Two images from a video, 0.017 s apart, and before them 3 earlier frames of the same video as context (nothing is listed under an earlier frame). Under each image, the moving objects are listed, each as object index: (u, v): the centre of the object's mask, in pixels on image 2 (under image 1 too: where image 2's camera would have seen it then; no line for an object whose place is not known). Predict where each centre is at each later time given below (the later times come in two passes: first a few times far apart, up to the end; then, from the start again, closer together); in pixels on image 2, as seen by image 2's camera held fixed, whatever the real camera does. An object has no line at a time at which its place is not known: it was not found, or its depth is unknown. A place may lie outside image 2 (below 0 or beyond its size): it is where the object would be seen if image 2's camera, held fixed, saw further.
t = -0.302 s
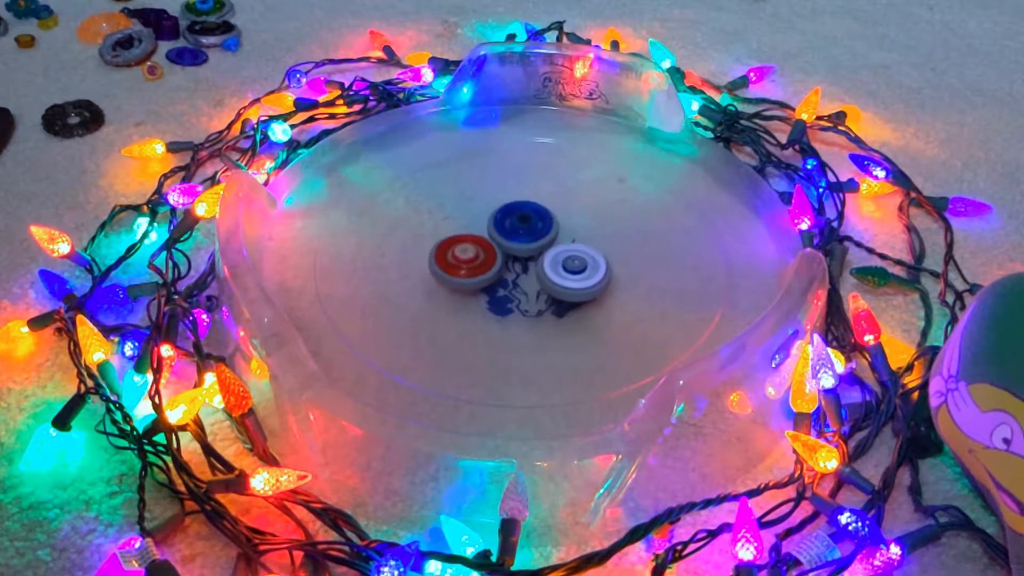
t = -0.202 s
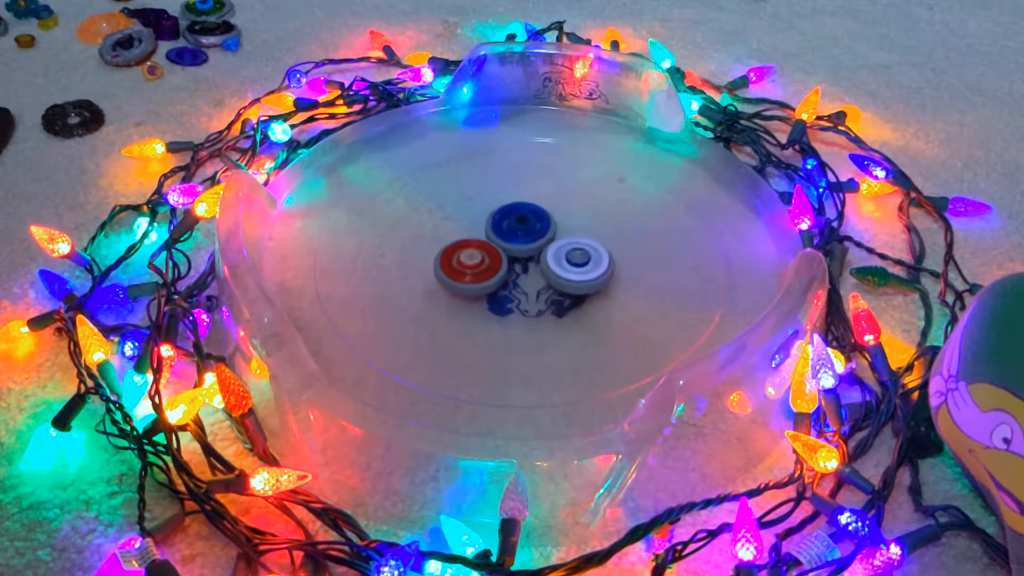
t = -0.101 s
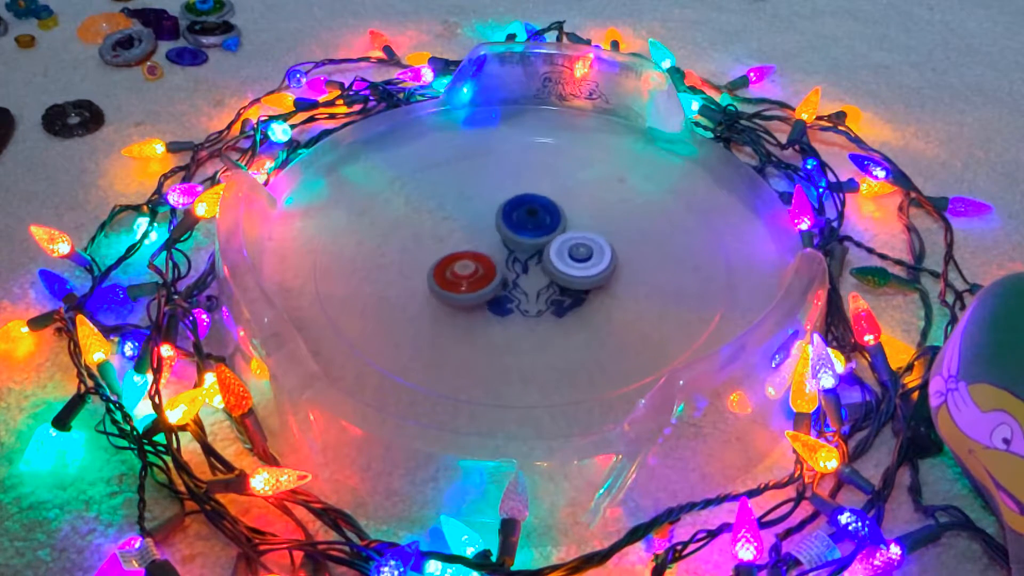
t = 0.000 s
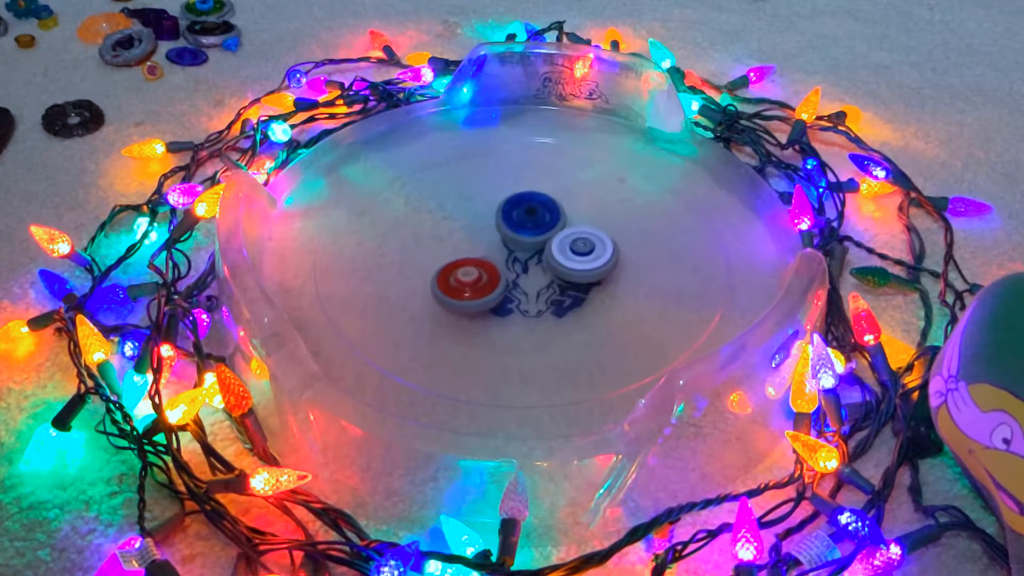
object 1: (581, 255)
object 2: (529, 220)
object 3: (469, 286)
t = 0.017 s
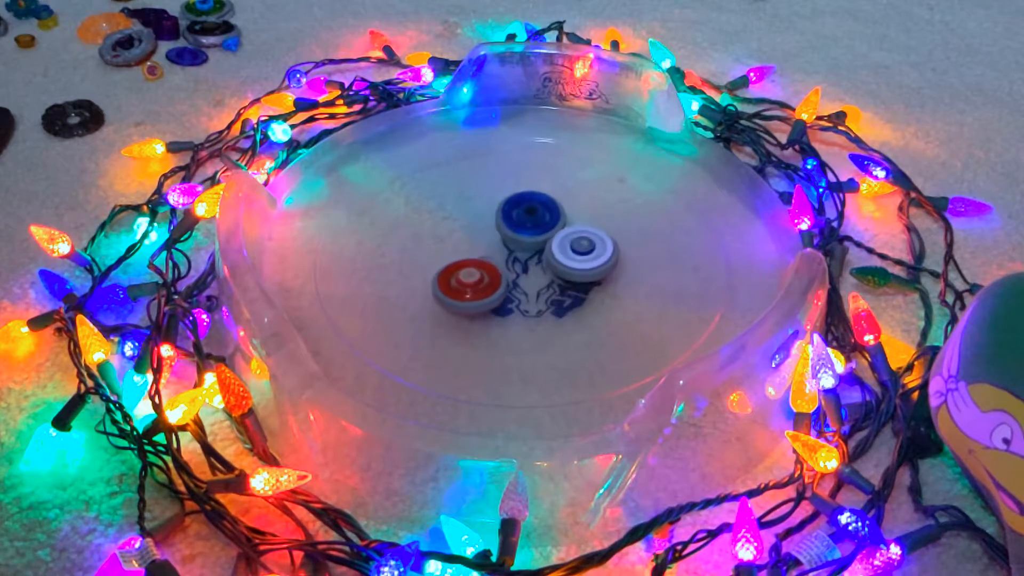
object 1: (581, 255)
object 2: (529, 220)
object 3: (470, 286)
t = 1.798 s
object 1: (517, 220)
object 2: (466, 261)
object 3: (560, 273)
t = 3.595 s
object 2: (525, 286)
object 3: (537, 233)
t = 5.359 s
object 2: (572, 257)
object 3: (494, 228)
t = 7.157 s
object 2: (516, 219)
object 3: (482, 267)
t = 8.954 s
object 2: (476, 251)
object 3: (538, 286)
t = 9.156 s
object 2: (475, 262)
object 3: (547, 282)
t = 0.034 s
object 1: (581, 254)
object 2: (529, 220)
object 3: (470, 287)
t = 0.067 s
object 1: (582, 254)
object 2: (528, 219)
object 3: (472, 290)
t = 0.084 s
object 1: (582, 254)
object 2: (528, 219)
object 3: (472, 290)
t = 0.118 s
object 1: (582, 253)
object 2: (527, 219)
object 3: (474, 292)
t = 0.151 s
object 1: (582, 252)
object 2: (526, 219)
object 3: (476, 293)
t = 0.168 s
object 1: (582, 251)
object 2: (526, 219)
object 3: (477, 294)
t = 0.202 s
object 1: (582, 250)
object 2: (525, 219)
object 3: (479, 296)
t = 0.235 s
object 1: (581, 250)
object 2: (524, 220)
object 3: (480, 297)
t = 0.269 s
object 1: (580, 249)
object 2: (522, 220)
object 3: (482, 298)
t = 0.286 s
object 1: (580, 249)
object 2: (521, 220)
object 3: (484, 298)
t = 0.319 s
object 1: (580, 249)
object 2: (520, 220)
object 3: (486, 299)
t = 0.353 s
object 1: (579, 249)
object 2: (518, 221)
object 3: (489, 300)
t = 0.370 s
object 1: (578, 248)
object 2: (517, 222)
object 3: (490, 300)
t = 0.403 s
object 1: (578, 247)
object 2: (515, 222)
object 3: (493, 301)
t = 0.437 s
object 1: (575, 248)
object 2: (512, 222)
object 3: (495, 301)
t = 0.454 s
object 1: (574, 248)
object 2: (511, 223)
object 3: (497, 301)
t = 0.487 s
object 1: (572, 247)
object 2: (509, 223)
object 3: (499, 300)
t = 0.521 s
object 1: (570, 248)
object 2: (506, 224)
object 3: (502, 300)
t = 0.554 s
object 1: (574, 252)
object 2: (497, 221)
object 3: (504, 300)
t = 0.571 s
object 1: (576, 254)
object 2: (492, 220)
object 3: (506, 301)
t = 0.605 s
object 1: (574, 256)
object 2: (485, 220)
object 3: (508, 300)
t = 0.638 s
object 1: (574, 256)
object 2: (479, 222)
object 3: (511, 299)
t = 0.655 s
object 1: (573, 257)
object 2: (476, 223)
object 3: (513, 299)
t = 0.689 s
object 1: (571, 258)
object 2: (472, 224)
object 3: (515, 298)
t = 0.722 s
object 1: (572, 257)
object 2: (468, 225)
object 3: (516, 298)
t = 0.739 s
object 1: (572, 257)
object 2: (467, 225)
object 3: (515, 298)
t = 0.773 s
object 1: (571, 257)
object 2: (464, 226)
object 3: (517, 298)
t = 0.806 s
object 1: (574, 253)
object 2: (461, 227)
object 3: (513, 300)
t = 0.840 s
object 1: (580, 247)
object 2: (460, 229)
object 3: (504, 303)
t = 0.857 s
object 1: (580, 246)
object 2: (459, 229)
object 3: (502, 304)
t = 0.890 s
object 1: (579, 245)
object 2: (457, 230)
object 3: (502, 304)
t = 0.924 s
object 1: (578, 243)
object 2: (456, 231)
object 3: (502, 304)
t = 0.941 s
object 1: (577, 242)
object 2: (455, 232)
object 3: (502, 303)
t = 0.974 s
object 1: (576, 241)
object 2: (454, 233)
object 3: (502, 303)
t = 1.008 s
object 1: (575, 239)
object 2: (453, 234)
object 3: (503, 303)
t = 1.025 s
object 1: (574, 238)
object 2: (453, 235)
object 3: (503, 303)
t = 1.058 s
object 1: (572, 237)
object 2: (452, 236)
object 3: (503, 302)
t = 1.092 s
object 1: (570, 235)
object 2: (453, 237)
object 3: (504, 301)
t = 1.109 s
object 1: (569, 235)
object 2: (453, 238)
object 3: (505, 300)
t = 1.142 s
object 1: (567, 233)
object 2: (453, 239)
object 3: (505, 298)
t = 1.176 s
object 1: (565, 232)
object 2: (454, 241)
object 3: (505, 297)
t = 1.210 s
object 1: (563, 231)
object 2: (455, 242)
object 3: (506, 295)
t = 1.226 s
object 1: (562, 231)
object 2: (455, 243)
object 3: (507, 294)
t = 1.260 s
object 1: (559, 230)
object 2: (457, 245)
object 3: (508, 293)
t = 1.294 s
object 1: (556, 229)
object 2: (457, 247)
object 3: (509, 292)
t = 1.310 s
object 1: (555, 228)
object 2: (458, 248)
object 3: (510, 291)
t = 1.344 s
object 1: (552, 227)
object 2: (458, 249)
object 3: (512, 290)
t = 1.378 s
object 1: (549, 227)
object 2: (459, 248)
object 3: (516, 290)
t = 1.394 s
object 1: (548, 226)
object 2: (460, 248)
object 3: (517, 289)
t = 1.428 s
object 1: (545, 226)
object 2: (461, 249)
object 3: (519, 288)
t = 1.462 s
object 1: (543, 225)
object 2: (462, 250)
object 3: (522, 286)
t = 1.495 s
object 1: (540, 225)
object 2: (463, 251)
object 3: (525, 285)
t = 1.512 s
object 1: (539, 225)
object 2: (462, 251)
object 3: (529, 285)
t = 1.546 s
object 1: (537, 226)
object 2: (461, 250)
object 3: (533, 284)
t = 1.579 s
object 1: (532, 223)
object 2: (464, 251)
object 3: (537, 283)
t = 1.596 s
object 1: (530, 224)
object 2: (464, 252)
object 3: (540, 282)
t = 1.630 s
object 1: (527, 224)
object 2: (465, 253)
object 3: (544, 281)
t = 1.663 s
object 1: (524, 223)
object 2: (466, 254)
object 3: (546, 280)
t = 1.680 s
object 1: (523, 222)
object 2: (466, 254)
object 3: (548, 279)
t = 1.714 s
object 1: (520, 221)
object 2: (467, 256)
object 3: (553, 277)
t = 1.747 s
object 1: (518, 221)
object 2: (468, 257)
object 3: (555, 276)
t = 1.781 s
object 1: (518, 220)
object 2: (466, 261)
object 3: (559, 274)
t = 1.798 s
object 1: (517, 220)
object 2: (466, 261)
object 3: (560, 273)
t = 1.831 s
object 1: (515, 219)
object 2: (466, 263)
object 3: (563, 272)
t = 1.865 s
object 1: (514, 219)
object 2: (468, 264)
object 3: (565, 271)
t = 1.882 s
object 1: (513, 219)
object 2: (468, 265)
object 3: (566, 270)
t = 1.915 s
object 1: (512, 219)
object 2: (469, 267)
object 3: (569, 269)
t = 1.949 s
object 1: (511, 219)
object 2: (469, 268)
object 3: (571, 267)
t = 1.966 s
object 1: (510, 219)
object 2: (470, 269)
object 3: (572, 267)
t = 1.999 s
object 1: (509, 219)
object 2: (471, 271)
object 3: (574, 265)
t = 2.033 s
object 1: (508, 219)
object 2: (472, 272)
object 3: (576, 264)
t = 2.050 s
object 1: (507, 220)
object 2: (472, 272)
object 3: (577, 264)
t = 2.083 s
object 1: (506, 220)
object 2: (473, 274)
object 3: (578, 262)
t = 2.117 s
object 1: (505, 221)
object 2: (475, 275)
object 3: (579, 261)
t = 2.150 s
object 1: (504, 222)
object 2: (475, 276)
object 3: (580, 260)
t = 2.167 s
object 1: (503, 222)
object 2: (476, 277)
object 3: (580, 259)
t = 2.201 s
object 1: (502, 223)
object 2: (477, 278)
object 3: (581, 259)
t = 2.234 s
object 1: (501, 224)
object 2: (477, 278)
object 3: (581, 258)
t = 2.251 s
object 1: (500, 225)
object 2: (478, 279)
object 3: (581, 257)
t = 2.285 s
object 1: (498, 226)
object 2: (479, 280)
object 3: (580, 257)
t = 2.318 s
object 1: (497, 227)
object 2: (481, 280)
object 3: (580, 256)
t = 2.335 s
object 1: (496, 228)
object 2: (482, 280)
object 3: (579, 255)
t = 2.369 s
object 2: (482, 281)
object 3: (577, 254)
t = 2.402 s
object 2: (484, 282)
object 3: (576, 253)
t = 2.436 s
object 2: (486, 282)
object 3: (574, 252)
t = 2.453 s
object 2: (487, 283)
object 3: (573, 252)
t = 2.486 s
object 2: (487, 284)
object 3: (570, 252)
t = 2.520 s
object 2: (488, 286)
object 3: (568, 251)
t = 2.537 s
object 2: (488, 288)
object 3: (567, 251)
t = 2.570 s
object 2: (488, 289)
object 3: (565, 251)
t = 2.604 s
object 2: (489, 290)
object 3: (562, 250)
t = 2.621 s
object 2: (490, 290)
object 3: (561, 250)
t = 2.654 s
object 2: (491, 291)
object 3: (559, 250)
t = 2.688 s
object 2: (492, 292)
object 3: (561, 250)
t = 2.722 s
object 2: (492, 293)
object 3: (561, 250)
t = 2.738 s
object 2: (493, 293)
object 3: (560, 250)
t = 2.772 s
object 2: (494, 293)
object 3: (558, 250)
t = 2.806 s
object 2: (495, 293)
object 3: (556, 249)
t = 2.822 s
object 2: (495, 294)
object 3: (554, 248)
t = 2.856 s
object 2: (496, 294)
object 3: (552, 248)
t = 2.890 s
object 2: (496, 294)
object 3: (550, 247)
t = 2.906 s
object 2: (497, 294)
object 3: (549, 247)
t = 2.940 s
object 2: (498, 294)
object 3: (547, 247)
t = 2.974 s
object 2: (498, 294)
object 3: (545, 246)
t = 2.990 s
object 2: (500, 293)
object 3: (545, 246)
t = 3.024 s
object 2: (501, 292)
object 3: (544, 246)
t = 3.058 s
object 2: (503, 292)
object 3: (542, 246)
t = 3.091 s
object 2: (505, 291)
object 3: (542, 245)
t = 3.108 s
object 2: (505, 291)
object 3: (542, 245)
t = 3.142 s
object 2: (507, 290)
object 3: (541, 245)
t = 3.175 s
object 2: (508, 289)
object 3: (541, 245)
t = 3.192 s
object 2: (509, 288)
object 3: (542, 244)
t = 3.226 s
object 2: (510, 287)
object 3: (542, 244)
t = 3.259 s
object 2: (512, 287)
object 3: (542, 243)
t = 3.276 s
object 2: (512, 287)
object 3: (542, 242)
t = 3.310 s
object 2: (513, 286)
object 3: (542, 241)
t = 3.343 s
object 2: (515, 285)
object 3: (542, 241)
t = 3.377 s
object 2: (517, 285)
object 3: (541, 239)
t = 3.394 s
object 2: (518, 285)
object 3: (540, 239)
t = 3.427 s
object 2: (519, 286)
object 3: (540, 237)
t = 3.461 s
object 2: (519, 286)
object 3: (540, 236)
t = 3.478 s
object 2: (520, 286)
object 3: (540, 237)
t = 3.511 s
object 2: (522, 286)
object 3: (540, 236)
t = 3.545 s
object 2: (523, 286)
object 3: (538, 234)
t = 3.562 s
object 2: (524, 286)
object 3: (538, 234)
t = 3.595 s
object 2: (525, 286)
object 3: (537, 233)
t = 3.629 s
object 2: (528, 286)
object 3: (536, 233)
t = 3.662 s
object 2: (533, 285)
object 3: (538, 232)
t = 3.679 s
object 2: (534, 286)
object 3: (541, 230)
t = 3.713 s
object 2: (536, 286)
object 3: (543, 230)
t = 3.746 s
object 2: (537, 286)
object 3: (544, 230)
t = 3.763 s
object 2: (539, 286)
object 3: (544, 229)
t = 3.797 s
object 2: (540, 286)
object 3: (544, 229)
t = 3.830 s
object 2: (542, 286)
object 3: (544, 229)
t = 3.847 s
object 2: (542, 286)
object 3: (544, 229)
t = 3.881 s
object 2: (544, 285)
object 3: (544, 230)
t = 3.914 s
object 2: (546, 285)
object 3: (544, 230)
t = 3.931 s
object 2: (546, 285)
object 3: (544, 231)
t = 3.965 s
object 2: (547, 285)
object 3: (543, 231)
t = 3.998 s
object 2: (547, 284)
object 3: (543, 232)
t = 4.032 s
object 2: (548, 284)
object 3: (542, 233)
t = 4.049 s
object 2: (548, 284)
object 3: (542, 234)
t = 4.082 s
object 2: (549, 283)
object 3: (540, 234)
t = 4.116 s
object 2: (550, 283)
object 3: (539, 235)
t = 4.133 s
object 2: (550, 283)
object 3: (538, 234)
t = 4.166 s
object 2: (550, 283)
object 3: (537, 235)
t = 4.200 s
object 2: (550, 282)
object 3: (534, 236)
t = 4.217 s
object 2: (550, 282)
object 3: (533, 236)
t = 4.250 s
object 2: (550, 282)
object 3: (531, 236)
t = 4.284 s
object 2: (558, 284)
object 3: (529, 238)
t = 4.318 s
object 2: (571, 285)
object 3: (528, 239)
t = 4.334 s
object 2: (574, 285)
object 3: (526, 240)
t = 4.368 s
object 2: (576, 285)
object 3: (525, 240)
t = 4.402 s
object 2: (578, 285)
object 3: (522, 241)
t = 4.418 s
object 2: (579, 285)
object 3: (521, 241)
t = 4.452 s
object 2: (580, 284)
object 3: (520, 242)
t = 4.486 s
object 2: (582, 284)
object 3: (517, 242)
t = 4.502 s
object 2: (583, 283)
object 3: (516, 242)
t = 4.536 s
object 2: (584, 282)
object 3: (515, 242)
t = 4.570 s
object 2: (584, 281)
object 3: (516, 242)
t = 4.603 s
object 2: (585, 281)
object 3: (514, 242)
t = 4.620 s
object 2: (585, 280)
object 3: (514, 241)
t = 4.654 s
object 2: (585, 280)
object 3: (512, 241)
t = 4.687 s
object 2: (585, 279)
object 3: (514, 239)
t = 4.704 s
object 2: (585, 279)
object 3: (516, 239)
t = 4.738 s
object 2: (585, 278)
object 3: (516, 238)
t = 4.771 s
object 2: (584, 277)
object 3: (516, 237)
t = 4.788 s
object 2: (583, 277)
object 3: (516, 237)
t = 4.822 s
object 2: (582, 276)
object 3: (516, 237)
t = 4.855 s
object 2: (582, 274)
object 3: (516, 236)
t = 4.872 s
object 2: (581, 274)
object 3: (516, 236)
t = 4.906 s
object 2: (580, 273)
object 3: (516, 236)
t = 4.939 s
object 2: (579, 270)
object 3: (516, 236)
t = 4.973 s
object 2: (575, 267)
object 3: (516, 236)
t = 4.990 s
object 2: (573, 266)
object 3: (516, 235)
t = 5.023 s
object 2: (572, 264)
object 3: (514, 234)
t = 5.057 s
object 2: (571, 263)
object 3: (514, 233)
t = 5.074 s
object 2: (572, 263)
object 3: (512, 232)
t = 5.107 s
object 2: (574, 265)
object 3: (508, 230)
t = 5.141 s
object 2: (573, 264)
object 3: (506, 229)
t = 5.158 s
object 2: (573, 263)
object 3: (506, 229)
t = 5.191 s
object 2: (573, 262)
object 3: (503, 228)
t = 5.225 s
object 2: (573, 261)
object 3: (501, 227)
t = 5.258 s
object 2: (573, 260)
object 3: (499, 227)
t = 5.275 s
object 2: (573, 259)
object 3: (498, 227)
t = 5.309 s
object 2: (572, 258)
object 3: (497, 227)
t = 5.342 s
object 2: (572, 257)
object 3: (495, 227)
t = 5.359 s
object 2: (572, 257)
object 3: (494, 228)
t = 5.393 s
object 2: (572, 255)
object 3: (493, 228)
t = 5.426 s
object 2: (571, 254)
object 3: (492, 229)
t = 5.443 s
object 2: (570, 253)
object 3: (492, 230)
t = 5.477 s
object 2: (569, 252)
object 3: (491, 231)
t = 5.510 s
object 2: (569, 251)
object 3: (490, 232)
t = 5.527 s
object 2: (568, 250)
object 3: (489, 233)
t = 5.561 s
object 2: (568, 249)
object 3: (489, 235)
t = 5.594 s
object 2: (566, 248)
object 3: (488, 236)
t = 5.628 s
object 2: (565, 247)
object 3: (488, 238)
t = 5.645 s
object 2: (565, 246)
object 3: (488, 238)
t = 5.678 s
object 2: (564, 245)
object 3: (487, 240)
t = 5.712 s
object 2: (562, 243)
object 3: (487, 242)
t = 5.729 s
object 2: (562, 243)
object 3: (487, 242)
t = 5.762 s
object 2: (561, 242)
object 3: (487, 244)
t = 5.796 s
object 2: (561, 241)
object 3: (485, 245)
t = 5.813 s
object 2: (565, 240)
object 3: (481, 246)
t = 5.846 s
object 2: (568, 240)
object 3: (478, 247)
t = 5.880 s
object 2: (568, 239)
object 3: (476, 249)
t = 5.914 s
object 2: (568, 237)
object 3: (474, 250)
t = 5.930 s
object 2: (569, 237)
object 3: (473, 250)
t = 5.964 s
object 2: (569, 237)
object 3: (472, 252)
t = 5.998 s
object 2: (569, 236)
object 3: (471, 253)
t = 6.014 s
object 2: (569, 236)
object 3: (470, 253)
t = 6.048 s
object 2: (569, 235)
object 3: (470, 254)
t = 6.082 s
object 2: (568, 235)
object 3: (469, 255)
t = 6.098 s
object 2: (568, 234)
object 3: (468, 256)
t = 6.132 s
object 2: (567, 235)
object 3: (467, 258)
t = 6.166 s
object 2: (566, 235)
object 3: (465, 258)
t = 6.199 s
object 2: (565, 235)
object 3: (464, 259)
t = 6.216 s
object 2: (565, 235)
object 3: (464, 260)
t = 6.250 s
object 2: (563, 234)
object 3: (464, 261)
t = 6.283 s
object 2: (562, 234)
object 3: (464, 261)
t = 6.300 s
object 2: (561, 233)
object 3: (463, 262)
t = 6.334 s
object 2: (561, 229)
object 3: (463, 262)
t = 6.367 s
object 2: (560, 228)
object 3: (464, 262)
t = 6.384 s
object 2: (559, 227)
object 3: (464, 262)
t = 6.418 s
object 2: (556, 227)
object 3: (464, 262)
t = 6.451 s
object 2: (555, 226)
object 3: (464, 263)
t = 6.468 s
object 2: (553, 226)
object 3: (464, 263)
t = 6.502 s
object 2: (552, 225)
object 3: (465, 264)
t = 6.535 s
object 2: (549, 225)
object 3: (466, 264)
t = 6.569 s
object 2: (548, 224)
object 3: (467, 265)
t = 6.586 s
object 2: (547, 224)
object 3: (467, 265)
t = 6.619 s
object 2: (545, 223)
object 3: (468, 266)
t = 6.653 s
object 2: (543, 223)
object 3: (469, 266)
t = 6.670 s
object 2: (543, 223)
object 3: (470, 267)
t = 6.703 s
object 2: (541, 223)
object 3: (472, 267)
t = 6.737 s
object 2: (539, 222)
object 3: (473, 268)
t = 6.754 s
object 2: (538, 222)
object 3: (474, 268)
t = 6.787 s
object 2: (538, 222)
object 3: (475, 268)
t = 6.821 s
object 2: (536, 222)
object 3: (477, 268)
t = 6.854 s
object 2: (535, 222)
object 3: (474, 267)
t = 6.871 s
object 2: (531, 219)
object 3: (474, 266)
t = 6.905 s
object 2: (529, 220)
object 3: (475, 266)
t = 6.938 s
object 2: (527, 220)
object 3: (475, 266)
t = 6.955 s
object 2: (526, 220)
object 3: (475, 266)
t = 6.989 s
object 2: (524, 220)
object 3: (475, 266)
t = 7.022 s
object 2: (523, 220)
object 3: (475, 266)
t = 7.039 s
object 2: (522, 219)
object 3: (475, 266)
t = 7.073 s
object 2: (521, 219)
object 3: (477, 266)
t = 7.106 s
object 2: (519, 219)
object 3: (479, 267)
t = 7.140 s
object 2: (517, 219)
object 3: (481, 267)
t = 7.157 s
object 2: (516, 219)
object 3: (482, 267)
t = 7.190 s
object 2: (514, 218)
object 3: (484, 267)
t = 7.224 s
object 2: (513, 219)
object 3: (486, 268)
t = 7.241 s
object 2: (512, 219)
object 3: (487, 268)
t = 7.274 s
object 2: (513, 217)
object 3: (486, 272)
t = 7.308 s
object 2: (514, 217)
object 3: (487, 273)
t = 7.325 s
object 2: (513, 217)
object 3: (487, 274)
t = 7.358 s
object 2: (511, 217)
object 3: (486, 275)
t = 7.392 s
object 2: (510, 216)
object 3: (478, 274)
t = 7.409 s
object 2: (510, 216)
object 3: (477, 274)
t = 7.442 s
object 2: (508, 217)
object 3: (477, 274)
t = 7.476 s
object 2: (507, 217)
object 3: (476, 275)
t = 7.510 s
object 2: (506, 217)
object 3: (476, 276)
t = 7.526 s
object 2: (505, 218)
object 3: (476, 276)
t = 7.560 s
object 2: (504, 219)
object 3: (475, 277)
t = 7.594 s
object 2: (504, 219)
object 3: (475, 277)
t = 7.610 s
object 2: (503, 220)
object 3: (475, 277)
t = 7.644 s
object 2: (502, 221)
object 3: (475, 278)
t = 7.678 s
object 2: (500, 222)
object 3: (475, 278)
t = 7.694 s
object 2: (500, 222)
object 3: (475, 278)
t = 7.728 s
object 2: (498, 224)
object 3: (475, 278)
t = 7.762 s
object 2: (497, 224)
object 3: (476, 278)
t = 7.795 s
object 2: (495, 226)
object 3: (476, 279)
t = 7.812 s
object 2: (494, 227)
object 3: (476, 279)
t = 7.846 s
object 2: (493, 228)
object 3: (477, 280)
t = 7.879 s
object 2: (492, 229)
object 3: (478, 280)
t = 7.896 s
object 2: (493, 229)
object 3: (479, 281)
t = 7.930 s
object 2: (494, 229)
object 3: (479, 283)
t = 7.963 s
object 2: (494, 230)
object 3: (480, 284)
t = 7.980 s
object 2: (494, 231)
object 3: (481, 285)
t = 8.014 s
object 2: (493, 232)
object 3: (482, 286)
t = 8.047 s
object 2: (492, 232)
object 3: (484, 287)
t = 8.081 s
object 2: (492, 233)
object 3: (485, 288)
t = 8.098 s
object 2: (491, 233)
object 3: (486, 288)
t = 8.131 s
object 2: (490, 234)
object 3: (488, 289)
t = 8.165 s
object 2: (490, 235)
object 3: (490, 289)
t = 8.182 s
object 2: (490, 235)
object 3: (491, 289)
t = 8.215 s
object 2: (489, 236)
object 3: (493, 289)
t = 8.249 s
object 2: (489, 237)
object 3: (495, 290)
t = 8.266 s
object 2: (489, 237)
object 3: (497, 290)
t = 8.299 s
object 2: (489, 237)
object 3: (497, 291)
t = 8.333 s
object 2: (484, 239)
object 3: (500, 291)
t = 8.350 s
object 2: (481, 239)
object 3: (501, 291)
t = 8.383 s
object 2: (479, 240)
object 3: (502, 291)
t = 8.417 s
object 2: (477, 241)
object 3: (505, 291)
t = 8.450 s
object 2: (476, 241)
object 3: (507, 291)
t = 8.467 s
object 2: (476, 242)
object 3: (508, 291)
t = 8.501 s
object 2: (475, 242)
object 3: (511, 291)
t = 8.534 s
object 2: (474, 243)
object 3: (513, 291)
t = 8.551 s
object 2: (473, 243)
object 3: (514, 291)
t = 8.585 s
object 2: (473, 244)
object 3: (515, 291)
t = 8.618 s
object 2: (472, 244)
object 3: (518, 291)
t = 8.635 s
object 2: (472, 244)
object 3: (519, 291)
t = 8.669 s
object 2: (471, 245)
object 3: (521, 291)
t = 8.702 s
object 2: (471, 245)
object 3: (522, 291)
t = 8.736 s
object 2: (471, 246)
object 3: (525, 290)
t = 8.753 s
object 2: (471, 246)
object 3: (526, 290)
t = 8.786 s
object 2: (472, 247)
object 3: (528, 289)
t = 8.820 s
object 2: (473, 247)
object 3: (530, 289)
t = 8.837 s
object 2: (473, 248)
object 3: (531, 288)
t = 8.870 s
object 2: (473, 248)
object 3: (533, 288)
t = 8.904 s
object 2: (474, 249)
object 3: (535, 287)
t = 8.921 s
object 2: (475, 250)
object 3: (536, 287)
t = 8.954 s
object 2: (476, 251)
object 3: (538, 286)
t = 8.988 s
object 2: (476, 252)
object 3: (539, 286)
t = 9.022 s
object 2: (477, 253)
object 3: (542, 285)
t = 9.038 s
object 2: (475, 254)
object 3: (542, 285)
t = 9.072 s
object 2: (474, 256)
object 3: (544, 284)
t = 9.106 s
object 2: (474, 259)
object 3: (545, 283)
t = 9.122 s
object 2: (474, 260)
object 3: (546, 283)
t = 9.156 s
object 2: (475, 262)
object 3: (547, 282)
